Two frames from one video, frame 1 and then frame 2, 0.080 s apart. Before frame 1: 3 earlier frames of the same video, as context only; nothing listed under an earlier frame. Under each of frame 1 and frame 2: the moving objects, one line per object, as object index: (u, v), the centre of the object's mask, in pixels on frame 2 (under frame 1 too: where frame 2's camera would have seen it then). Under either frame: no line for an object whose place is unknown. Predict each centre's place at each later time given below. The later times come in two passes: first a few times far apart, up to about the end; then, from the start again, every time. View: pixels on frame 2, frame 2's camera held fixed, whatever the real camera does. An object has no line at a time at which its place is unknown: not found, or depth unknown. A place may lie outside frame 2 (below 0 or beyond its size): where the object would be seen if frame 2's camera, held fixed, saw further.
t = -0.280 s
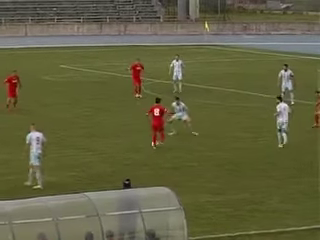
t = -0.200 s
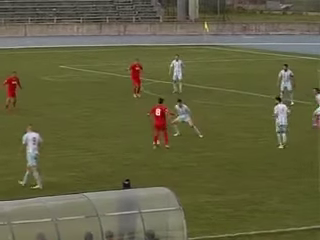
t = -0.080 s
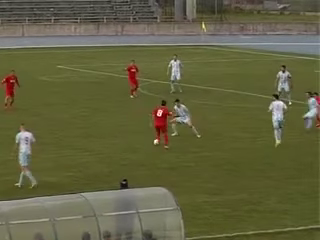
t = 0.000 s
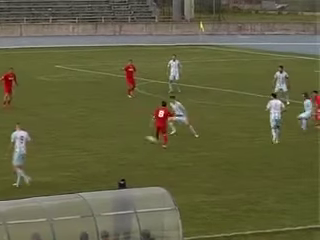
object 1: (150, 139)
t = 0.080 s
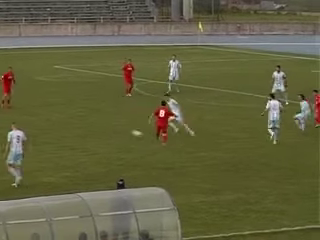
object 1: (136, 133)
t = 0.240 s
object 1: (111, 128)
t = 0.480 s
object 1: (78, 122)
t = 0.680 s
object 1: (54, 116)
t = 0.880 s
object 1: (32, 111)
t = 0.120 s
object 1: (130, 131)
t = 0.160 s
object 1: (124, 130)
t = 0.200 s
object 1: (117, 128)
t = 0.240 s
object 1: (111, 128)
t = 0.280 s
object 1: (105, 127)
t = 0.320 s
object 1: (99, 127)
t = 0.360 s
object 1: (94, 125)
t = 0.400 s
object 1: (88, 124)
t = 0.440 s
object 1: (83, 122)
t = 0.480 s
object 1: (78, 122)
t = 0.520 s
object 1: (72, 120)
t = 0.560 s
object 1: (68, 119)
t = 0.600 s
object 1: (64, 118)
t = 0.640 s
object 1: (58, 117)
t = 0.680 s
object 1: (54, 116)
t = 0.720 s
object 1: (50, 114)
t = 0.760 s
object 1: (46, 112)
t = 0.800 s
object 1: (41, 111)
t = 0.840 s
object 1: (37, 110)
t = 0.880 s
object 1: (32, 111)
